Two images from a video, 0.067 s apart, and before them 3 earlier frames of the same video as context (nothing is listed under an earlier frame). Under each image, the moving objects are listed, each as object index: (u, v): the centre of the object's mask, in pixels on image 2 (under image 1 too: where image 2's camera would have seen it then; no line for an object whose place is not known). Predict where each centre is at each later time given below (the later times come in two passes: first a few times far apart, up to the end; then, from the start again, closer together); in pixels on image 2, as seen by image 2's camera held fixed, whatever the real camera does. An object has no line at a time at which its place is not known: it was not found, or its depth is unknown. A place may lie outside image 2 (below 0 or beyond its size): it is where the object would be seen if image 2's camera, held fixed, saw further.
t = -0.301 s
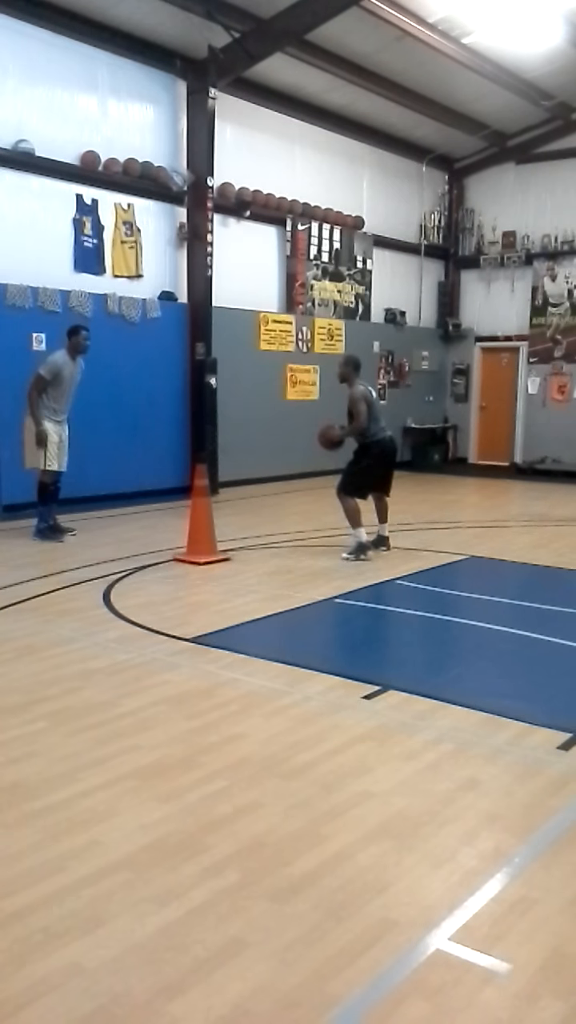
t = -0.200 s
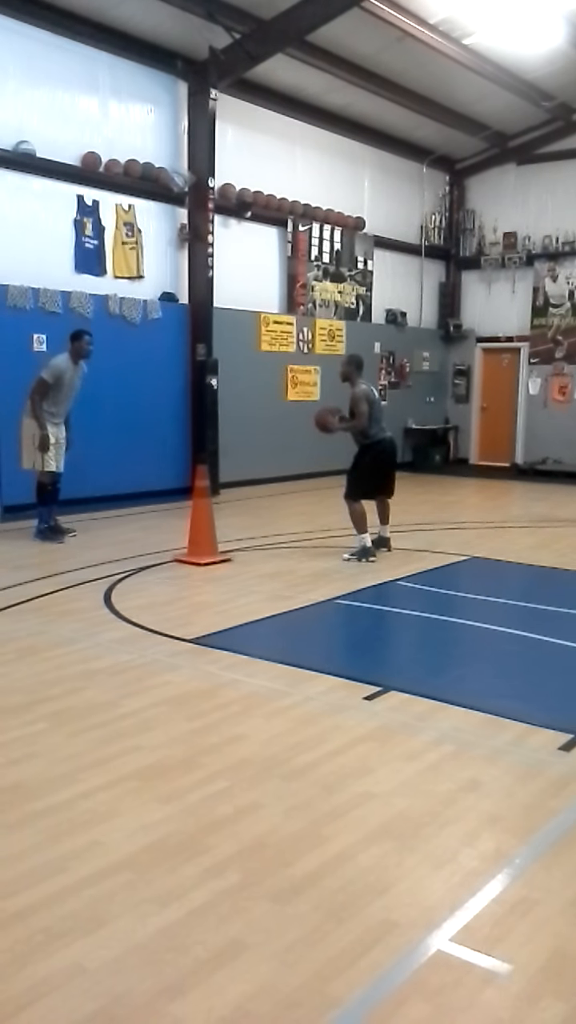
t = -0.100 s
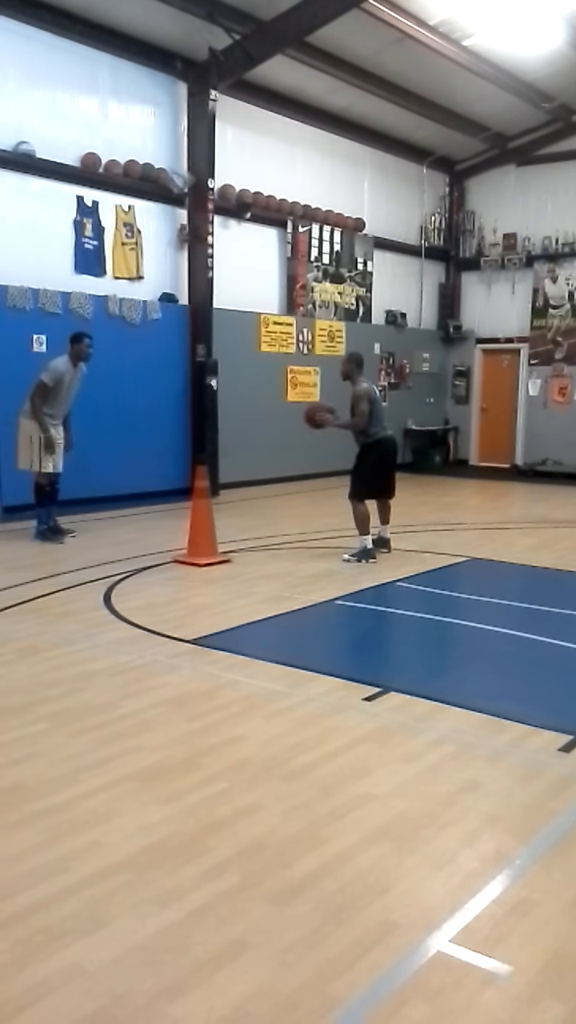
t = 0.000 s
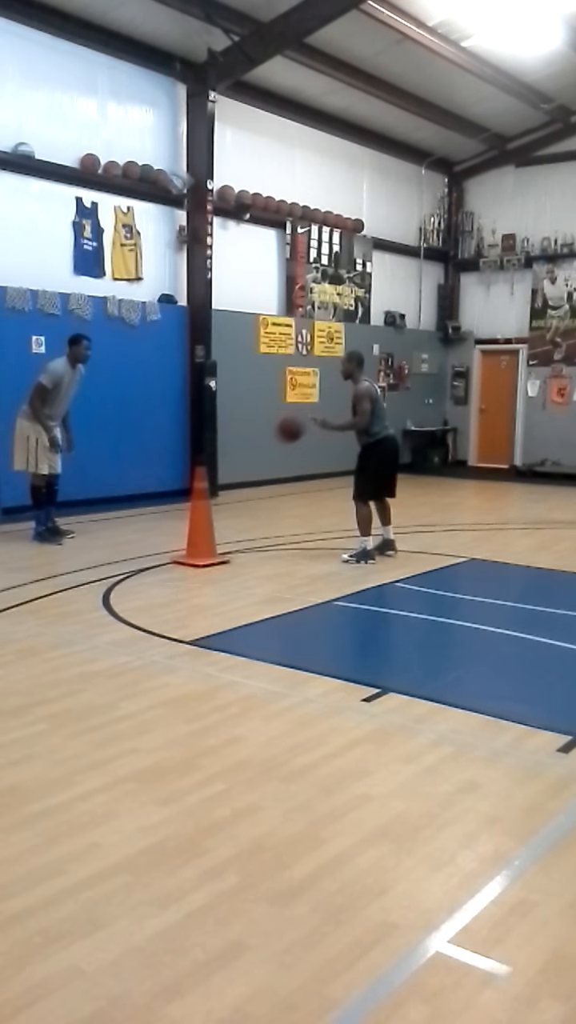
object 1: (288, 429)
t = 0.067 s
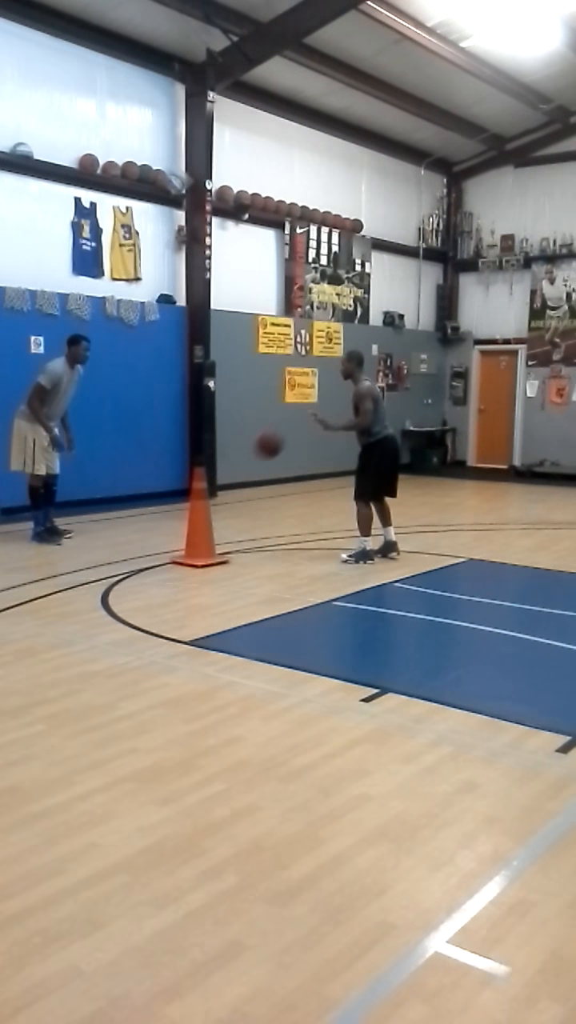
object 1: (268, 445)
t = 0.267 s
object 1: (217, 515)
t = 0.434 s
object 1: (178, 492)
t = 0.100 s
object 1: (258, 454)
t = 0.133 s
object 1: (249, 465)
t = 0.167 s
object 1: (239, 477)
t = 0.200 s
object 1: (230, 489)
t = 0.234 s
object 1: (222, 502)
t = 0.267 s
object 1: (217, 515)
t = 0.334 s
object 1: (185, 525)
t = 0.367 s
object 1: (183, 516)
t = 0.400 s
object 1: (181, 503)
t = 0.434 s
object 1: (178, 492)
